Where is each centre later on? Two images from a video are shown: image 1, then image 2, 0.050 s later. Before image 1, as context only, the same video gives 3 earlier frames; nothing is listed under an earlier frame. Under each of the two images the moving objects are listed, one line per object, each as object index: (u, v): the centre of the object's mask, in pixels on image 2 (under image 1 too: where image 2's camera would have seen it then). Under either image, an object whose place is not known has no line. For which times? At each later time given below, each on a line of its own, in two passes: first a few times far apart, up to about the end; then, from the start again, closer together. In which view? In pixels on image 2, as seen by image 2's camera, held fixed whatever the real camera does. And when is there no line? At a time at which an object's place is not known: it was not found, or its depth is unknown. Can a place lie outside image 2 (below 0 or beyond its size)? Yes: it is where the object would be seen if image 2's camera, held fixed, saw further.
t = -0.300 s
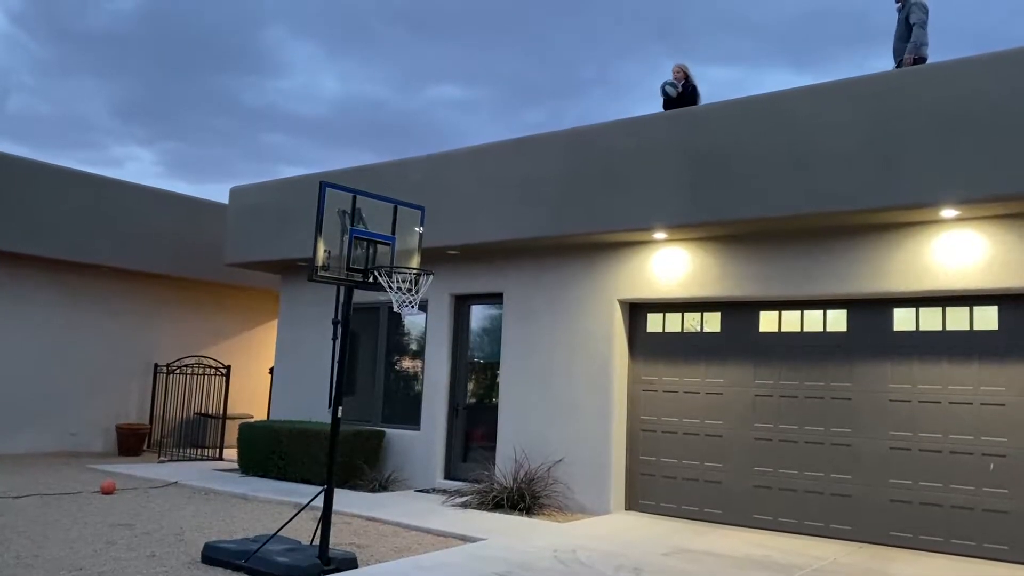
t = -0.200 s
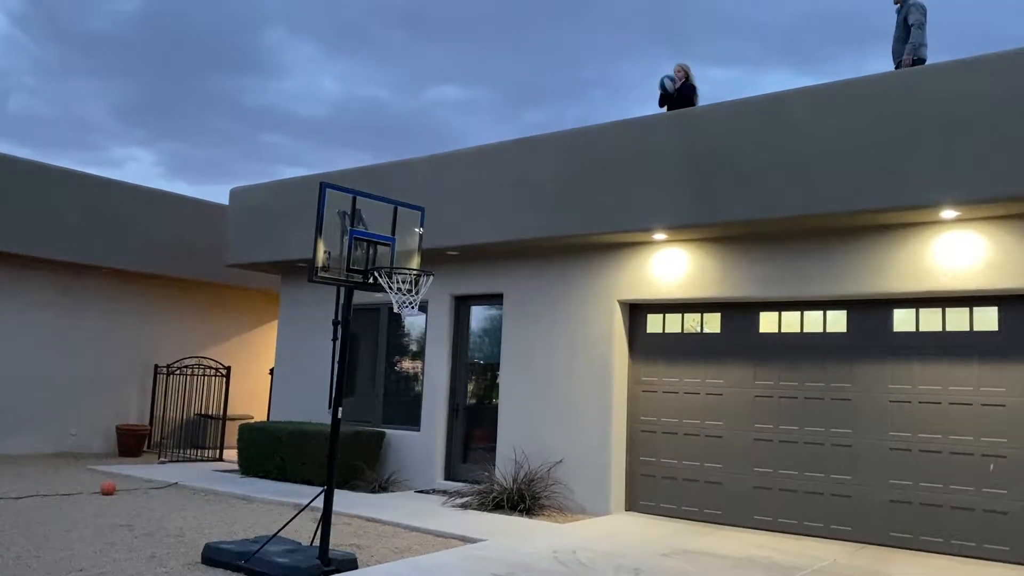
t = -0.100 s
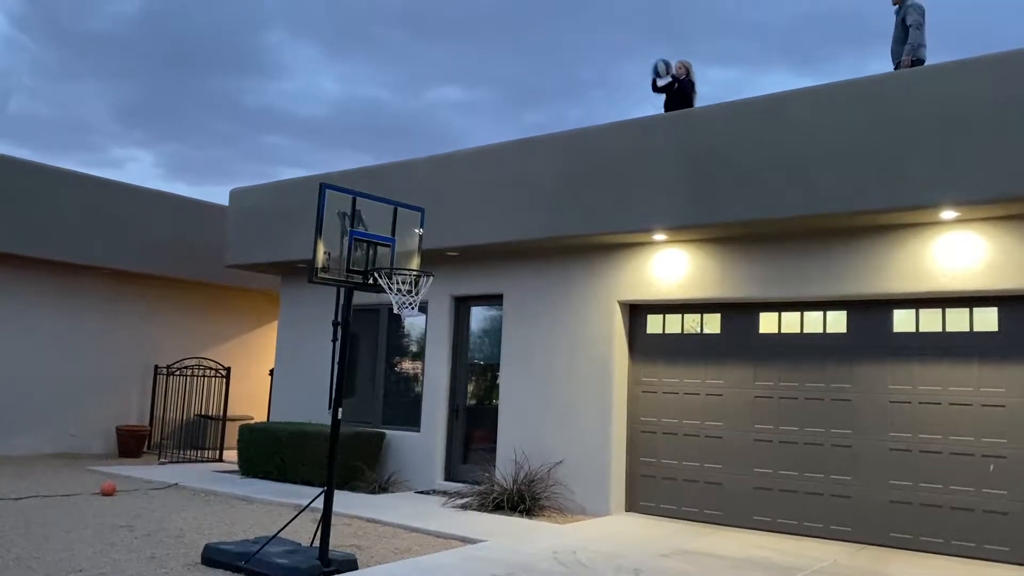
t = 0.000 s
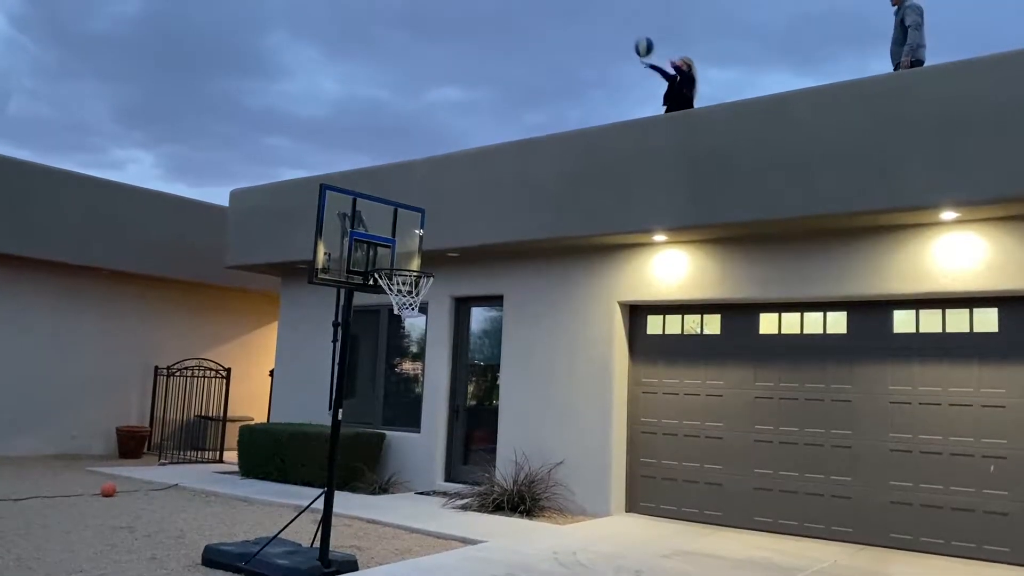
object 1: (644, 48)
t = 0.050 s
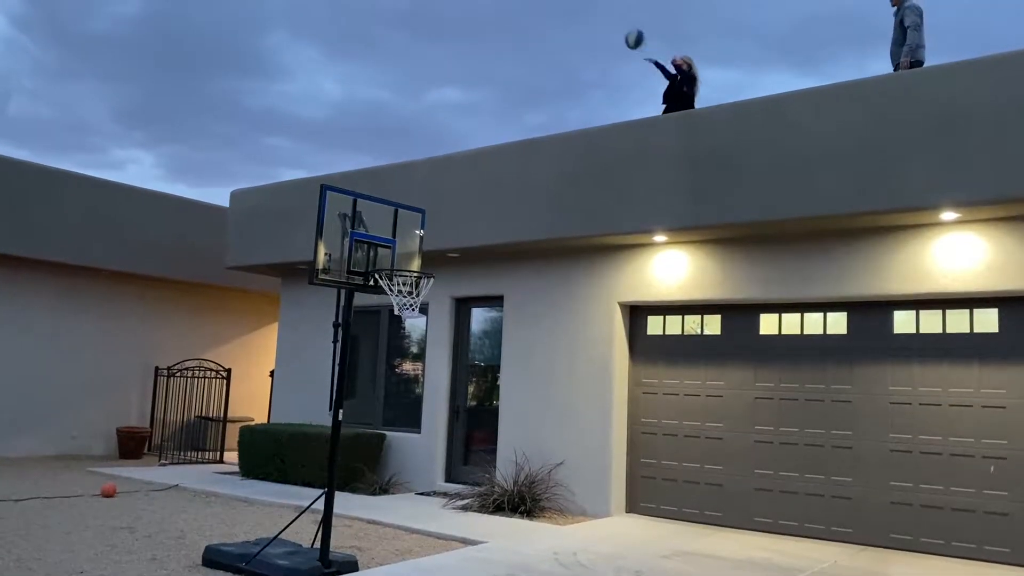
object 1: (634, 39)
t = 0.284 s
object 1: (586, 27)
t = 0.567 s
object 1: (516, 84)
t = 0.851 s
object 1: (431, 250)
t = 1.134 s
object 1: (394, 292)
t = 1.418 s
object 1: (422, 341)
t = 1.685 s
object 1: (446, 487)
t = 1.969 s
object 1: (464, 480)
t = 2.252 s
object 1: (479, 394)
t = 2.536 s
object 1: (489, 415)
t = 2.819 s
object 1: (498, 547)
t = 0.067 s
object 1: (631, 37)
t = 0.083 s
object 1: (628, 34)
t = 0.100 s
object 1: (624, 32)
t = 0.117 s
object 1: (621, 30)
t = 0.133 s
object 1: (618, 29)
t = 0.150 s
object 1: (614, 28)
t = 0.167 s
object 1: (611, 27)
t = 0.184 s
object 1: (607, 26)
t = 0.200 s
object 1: (604, 26)
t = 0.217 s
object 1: (600, 25)
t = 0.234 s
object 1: (597, 25)
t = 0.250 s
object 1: (593, 26)
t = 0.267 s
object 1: (590, 26)
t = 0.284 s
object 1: (586, 27)
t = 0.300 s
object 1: (582, 28)
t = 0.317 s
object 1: (578, 29)
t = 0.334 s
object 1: (575, 31)
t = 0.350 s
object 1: (571, 32)
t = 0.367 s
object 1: (567, 34)
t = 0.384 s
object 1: (563, 37)
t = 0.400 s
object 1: (559, 39)
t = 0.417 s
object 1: (555, 42)
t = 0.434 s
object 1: (551, 45)
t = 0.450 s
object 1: (546, 49)
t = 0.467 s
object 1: (542, 53)
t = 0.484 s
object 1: (538, 57)
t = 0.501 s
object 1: (534, 61)
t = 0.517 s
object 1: (529, 66)
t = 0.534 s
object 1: (525, 72)
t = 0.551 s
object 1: (521, 77)
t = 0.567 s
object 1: (516, 84)
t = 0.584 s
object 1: (512, 90)
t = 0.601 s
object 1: (507, 96)
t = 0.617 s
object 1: (502, 103)
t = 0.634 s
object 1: (498, 111)
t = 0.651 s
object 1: (493, 119)
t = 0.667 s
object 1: (489, 127)
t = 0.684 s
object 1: (484, 136)
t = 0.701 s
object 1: (478, 146)
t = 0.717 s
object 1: (474, 156)
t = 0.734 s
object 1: (468, 166)
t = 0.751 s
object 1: (463, 176)
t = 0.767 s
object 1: (458, 186)
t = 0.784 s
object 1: (454, 198)
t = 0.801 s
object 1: (448, 211)
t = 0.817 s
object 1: (442, 223)
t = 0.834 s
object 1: (437, 237)
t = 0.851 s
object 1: (431, 250)
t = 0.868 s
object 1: (426, 263)
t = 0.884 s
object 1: (418, 266)
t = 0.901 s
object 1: (410, 268)
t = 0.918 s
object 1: (402, 271)
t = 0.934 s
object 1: (393, 276)
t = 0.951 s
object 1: (391, 278)
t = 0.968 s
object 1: (389, 281)
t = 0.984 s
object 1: (388, 283)
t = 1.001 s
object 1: (386, 286)
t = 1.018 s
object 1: (386, 288)
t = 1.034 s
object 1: (385, 291)
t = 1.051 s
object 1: (385, 291)
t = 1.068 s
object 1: (386, 292)
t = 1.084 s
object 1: (388, 291)
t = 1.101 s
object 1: (392, 292)
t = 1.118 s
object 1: (394, 292)
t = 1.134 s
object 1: (394, 292)
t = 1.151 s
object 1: (395, 293)
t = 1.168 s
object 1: (398, 294)
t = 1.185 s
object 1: (401, 296)
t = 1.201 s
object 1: (403, 297)
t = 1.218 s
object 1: (404, 299)
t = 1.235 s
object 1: (406, 301)
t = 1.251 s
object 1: (407, 303)
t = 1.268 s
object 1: (410, 306)
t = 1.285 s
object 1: (412, 309)
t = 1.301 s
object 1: (413, 312)
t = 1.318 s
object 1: (415, 315)
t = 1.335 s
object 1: (415, 320)
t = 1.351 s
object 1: (416, 323)
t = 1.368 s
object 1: (416, 325)
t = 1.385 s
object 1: (418, 330)
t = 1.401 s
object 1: (422, 337)
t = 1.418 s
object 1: (422, 341)
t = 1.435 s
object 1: (424, 348)
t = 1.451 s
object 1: (426, 354)
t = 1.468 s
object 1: (428, 361)
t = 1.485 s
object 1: (429, 369)
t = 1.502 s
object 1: (431, 376)
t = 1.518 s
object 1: (432, 384)
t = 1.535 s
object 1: (435, 393)
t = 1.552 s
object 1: (435, 402)
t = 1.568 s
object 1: (436, 410)
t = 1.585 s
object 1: (437, 420)
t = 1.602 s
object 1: (438, 430)
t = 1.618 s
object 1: (440, 441)
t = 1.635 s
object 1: (441, 451)
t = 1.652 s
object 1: (443, 463)
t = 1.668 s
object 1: (444, 473)
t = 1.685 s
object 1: (446, 487)
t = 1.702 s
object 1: (446, 498)
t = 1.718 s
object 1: (447, 509)
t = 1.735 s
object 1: (448, 524)
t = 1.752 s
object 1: (450, 538)
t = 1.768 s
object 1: (451, 554)
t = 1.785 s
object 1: (452, 561)
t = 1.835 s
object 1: (455, 557)
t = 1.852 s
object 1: (457, 549)
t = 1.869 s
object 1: (457, 538)
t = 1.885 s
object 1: (459, 527)
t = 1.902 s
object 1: (460, 516)
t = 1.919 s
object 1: (461, 506)
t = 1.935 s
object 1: (462, 497)
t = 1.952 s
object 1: (462, 488)
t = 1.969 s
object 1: (464, 480)
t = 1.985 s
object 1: (465, 470)
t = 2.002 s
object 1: (466, 465)
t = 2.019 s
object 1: (467, 457)
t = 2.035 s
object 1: (468, 450)
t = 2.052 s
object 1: (469, 443)
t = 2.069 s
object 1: (470, 437)
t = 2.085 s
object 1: (471, 431)
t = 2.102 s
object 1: (472, 426)
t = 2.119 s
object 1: (472, 420)
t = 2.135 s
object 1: (473, 416)
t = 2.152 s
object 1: (474, 412)
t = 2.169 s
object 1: (475, 407)
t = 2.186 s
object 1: (476, 404)
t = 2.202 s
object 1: (477, 401)
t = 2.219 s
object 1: (478, 398)
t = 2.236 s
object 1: (478, 395)
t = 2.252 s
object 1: (479, 394)
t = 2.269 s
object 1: (480, 392)
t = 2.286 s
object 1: (480, 391)
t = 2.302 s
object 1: (482, 390)
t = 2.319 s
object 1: (482, 389)
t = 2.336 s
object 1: (482, 389)
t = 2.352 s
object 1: (483, 389)
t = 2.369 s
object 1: (483, 390)
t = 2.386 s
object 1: (483, 391)
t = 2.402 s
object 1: (484, 392)
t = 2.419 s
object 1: (484, 393)
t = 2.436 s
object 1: (484, 395)
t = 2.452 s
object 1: (485, 397)
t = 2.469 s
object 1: (487, 400)
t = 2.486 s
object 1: (487, 403)
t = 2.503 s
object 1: (488, 406)
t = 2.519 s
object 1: (489, 410)
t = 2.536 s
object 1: (489, 415)
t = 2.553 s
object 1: (490, 420)
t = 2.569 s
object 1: (490, 425)
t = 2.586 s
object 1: (490, 431)
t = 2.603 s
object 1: (491, 436)
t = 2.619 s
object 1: (492, 443)
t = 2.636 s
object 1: (492, 451)
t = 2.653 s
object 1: (492, 458)
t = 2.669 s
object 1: (493, 466)
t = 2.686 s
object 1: (493, 473)
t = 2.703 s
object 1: (494, 483)
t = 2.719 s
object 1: (494, 492)
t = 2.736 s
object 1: (495, 500)
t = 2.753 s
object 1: (496, 510)
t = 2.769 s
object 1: (496, 522)
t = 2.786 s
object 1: (497, 533)
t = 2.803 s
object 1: (497, 542)
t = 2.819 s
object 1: (498, 547)
